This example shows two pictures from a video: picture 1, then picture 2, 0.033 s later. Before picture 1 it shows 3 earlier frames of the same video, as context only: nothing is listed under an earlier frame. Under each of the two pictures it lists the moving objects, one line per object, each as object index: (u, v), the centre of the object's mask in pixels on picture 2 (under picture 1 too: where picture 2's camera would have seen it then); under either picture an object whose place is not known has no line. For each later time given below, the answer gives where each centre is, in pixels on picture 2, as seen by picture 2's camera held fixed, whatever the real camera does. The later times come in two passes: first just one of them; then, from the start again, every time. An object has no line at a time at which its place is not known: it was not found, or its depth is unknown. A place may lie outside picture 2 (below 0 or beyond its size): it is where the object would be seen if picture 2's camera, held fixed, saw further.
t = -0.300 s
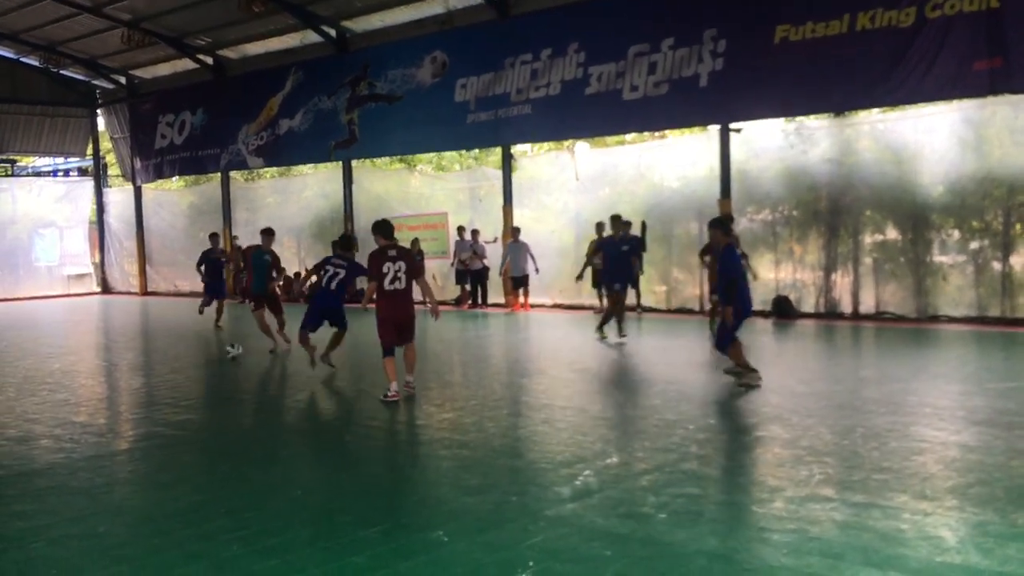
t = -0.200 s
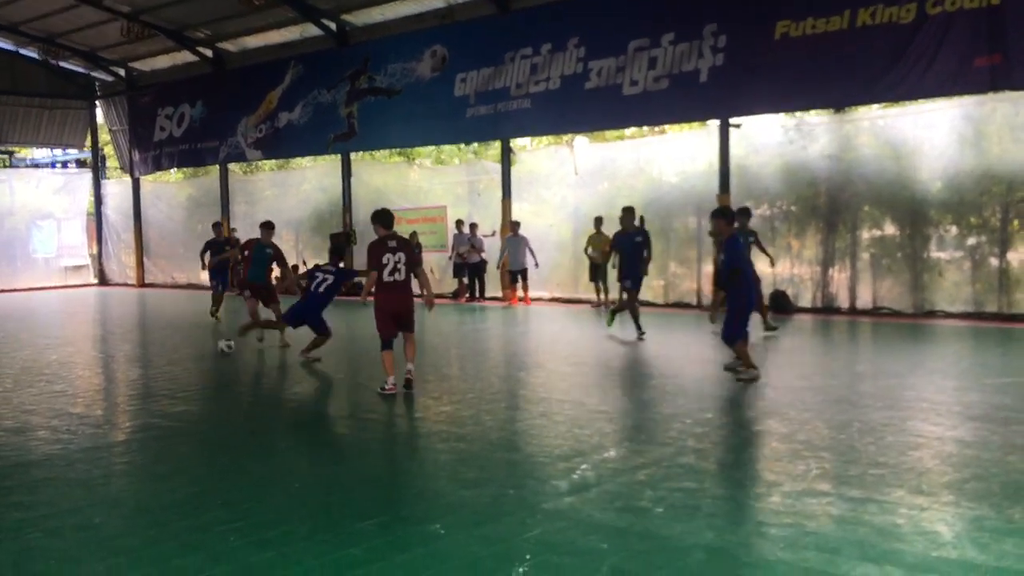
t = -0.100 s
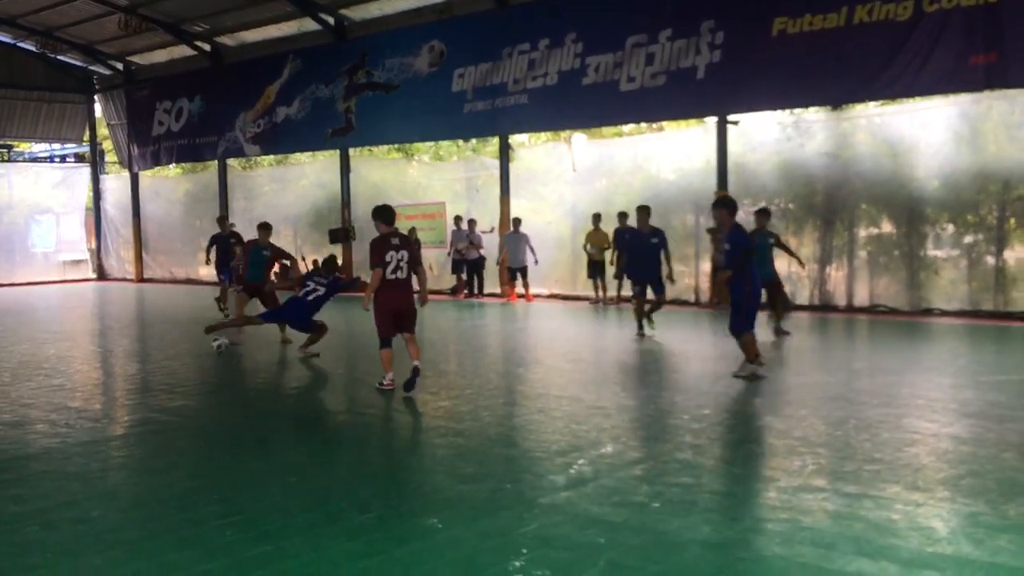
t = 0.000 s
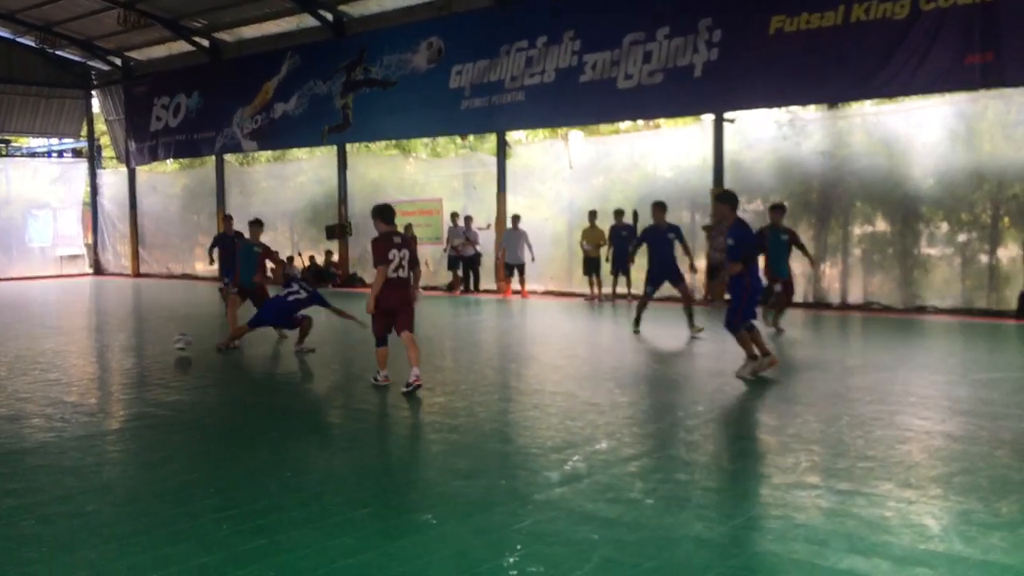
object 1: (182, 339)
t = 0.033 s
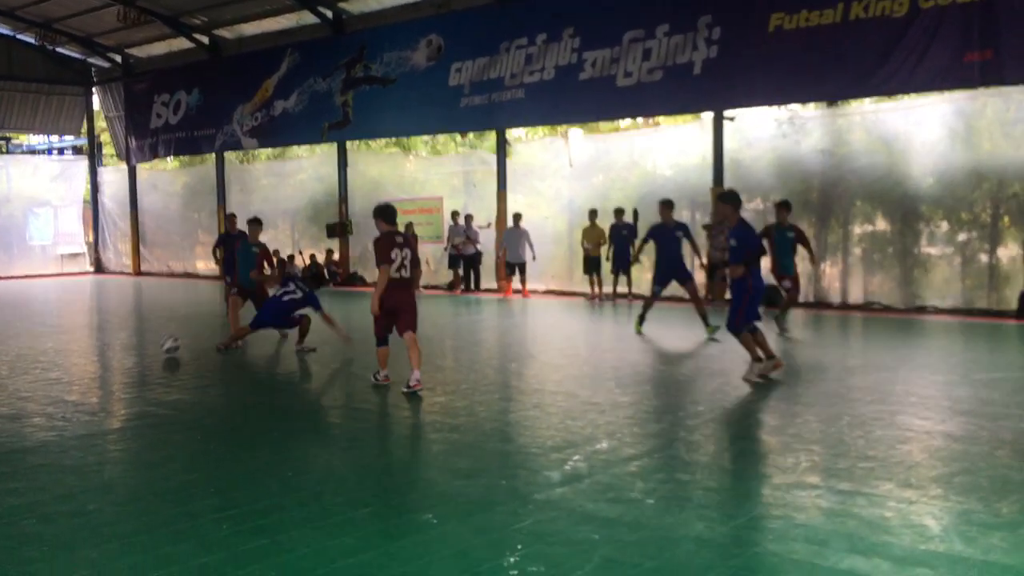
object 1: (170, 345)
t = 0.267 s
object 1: (85, 359)
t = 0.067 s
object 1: (155, 348)
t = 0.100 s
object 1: (146, 350)
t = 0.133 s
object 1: (133, 353)
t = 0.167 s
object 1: (122, 354)
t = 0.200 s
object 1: (110, 355)
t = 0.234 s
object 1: (98, 358)
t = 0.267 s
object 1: (85, 359)
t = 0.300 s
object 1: (75, 363)
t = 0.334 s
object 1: (61, 362)
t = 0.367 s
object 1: (48, 366)
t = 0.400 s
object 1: (34, 370)
